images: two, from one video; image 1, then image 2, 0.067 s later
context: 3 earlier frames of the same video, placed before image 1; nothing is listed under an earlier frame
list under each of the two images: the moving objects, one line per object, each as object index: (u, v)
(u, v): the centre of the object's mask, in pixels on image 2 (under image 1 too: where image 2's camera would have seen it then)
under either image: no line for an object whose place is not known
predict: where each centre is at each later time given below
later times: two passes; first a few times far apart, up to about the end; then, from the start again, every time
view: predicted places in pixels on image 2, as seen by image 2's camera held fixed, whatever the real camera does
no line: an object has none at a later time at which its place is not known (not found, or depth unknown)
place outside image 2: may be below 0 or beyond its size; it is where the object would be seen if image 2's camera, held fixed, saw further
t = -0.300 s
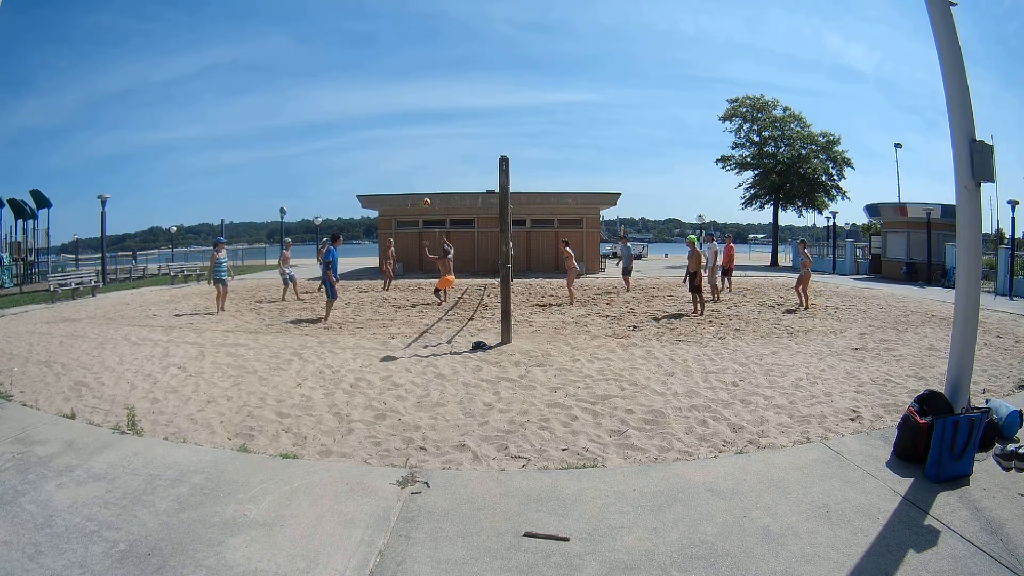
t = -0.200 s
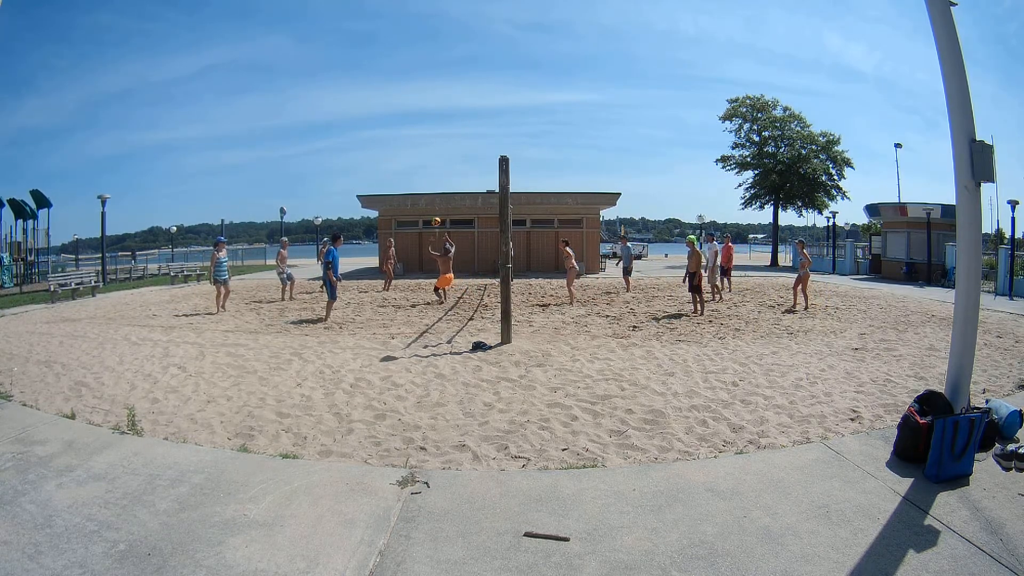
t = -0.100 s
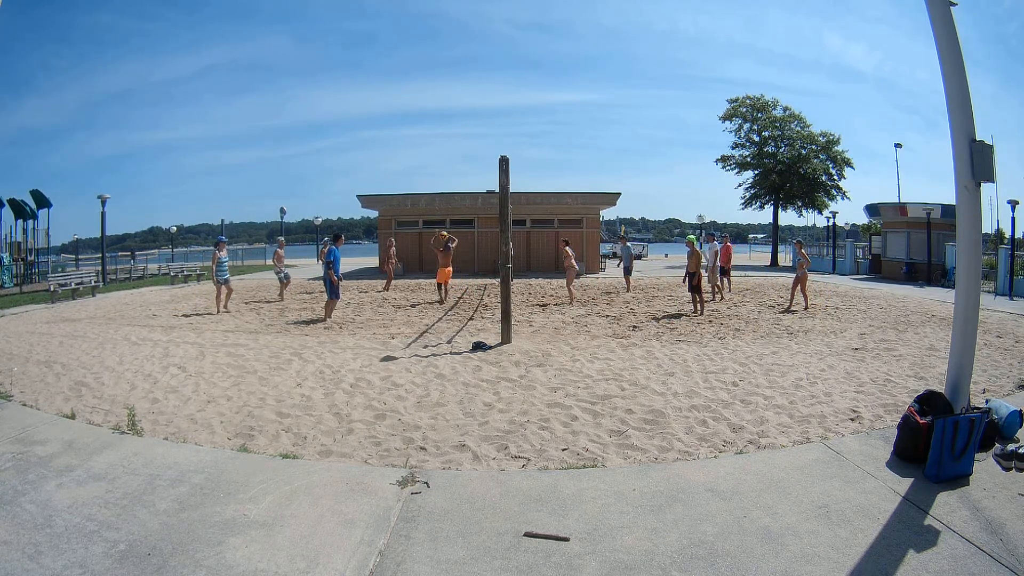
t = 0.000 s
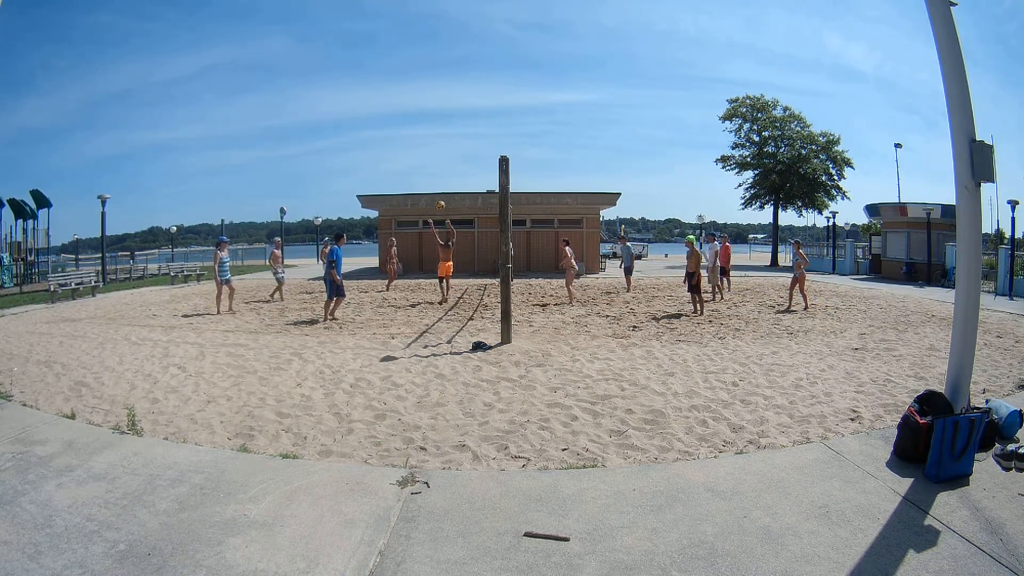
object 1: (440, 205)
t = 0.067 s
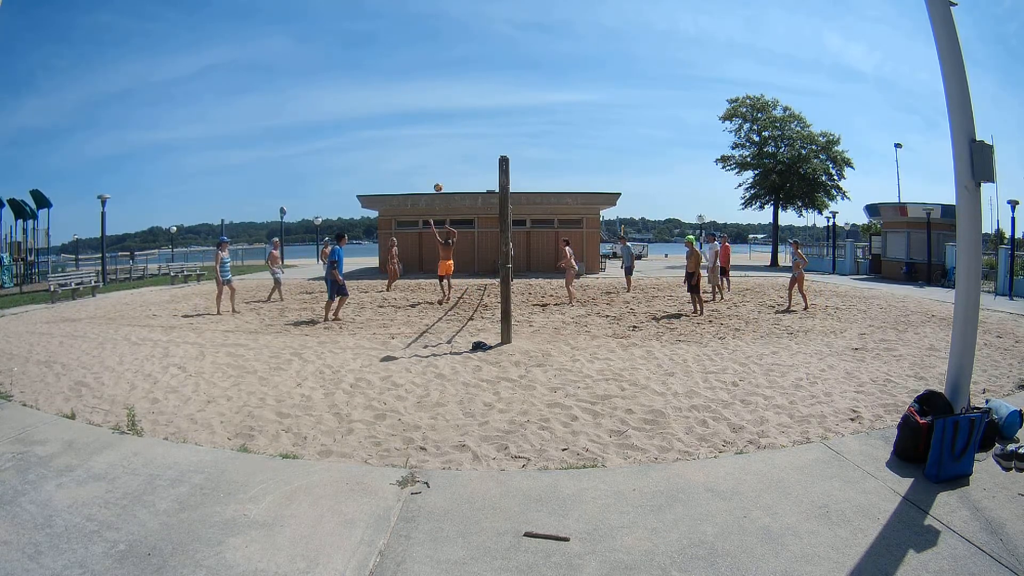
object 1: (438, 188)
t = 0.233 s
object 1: (431, 142)
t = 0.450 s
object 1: (423, 105)
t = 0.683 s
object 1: (414, 88)
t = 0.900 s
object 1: (405, 93)
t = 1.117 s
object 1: (396, 120)
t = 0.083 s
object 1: (437, 180)
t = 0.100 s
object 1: (436, 176)
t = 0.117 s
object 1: (435, 171)
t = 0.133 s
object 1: (435, 166)
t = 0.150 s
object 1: (434, 162)
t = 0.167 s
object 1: (433, 158)
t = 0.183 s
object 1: (433, 154)
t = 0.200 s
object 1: (432, 150)
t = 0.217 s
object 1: (431, 146)
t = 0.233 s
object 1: (431, 142)
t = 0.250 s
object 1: (430, 139)
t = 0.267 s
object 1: (430, 136)
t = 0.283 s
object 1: (429, 132)
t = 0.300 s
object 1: (428, 129)
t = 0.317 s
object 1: (428, 126)
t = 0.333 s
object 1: (427, 123)
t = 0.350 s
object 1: (426, 120)
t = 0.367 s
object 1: (426, 117)
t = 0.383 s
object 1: (425, 115)
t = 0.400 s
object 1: (424, 112)
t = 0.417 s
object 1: (424, 110)
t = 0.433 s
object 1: (423, 108)
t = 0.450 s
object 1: (423, 105)
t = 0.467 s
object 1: (422, 103)
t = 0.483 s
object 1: (421, 102)
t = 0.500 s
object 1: (421, 100)
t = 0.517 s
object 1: (420, 98)
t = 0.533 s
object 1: (420, 97)
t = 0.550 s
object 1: (419, 95)
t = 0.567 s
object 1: (418, 94)
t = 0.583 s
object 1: (418, 93)
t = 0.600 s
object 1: (417, 92)
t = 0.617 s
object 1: (417, 91)
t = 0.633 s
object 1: (416, 90)
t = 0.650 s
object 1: (415, 89)
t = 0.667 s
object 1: (415, 89)
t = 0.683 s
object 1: (414, 88)
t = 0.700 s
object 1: (413, 88)
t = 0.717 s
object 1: (413, 87)
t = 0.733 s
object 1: (412, 87)
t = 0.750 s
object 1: (411, 87)
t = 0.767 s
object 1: (411, 88)
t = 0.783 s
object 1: (410, 88)
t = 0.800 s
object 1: (409, 88)
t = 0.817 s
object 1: (409, 89)
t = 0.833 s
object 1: (408, 89)
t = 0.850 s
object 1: (407, 90)
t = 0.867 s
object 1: (407, 91)
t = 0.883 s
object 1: (406, 92)
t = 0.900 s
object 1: (405, 93)
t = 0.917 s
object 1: (405, 94)
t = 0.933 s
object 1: (404, 95)
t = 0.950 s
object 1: (403, 97)
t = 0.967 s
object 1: (403, 99)
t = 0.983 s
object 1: (402, 101)
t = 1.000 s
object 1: (401, 102)
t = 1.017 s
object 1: (401, 104)
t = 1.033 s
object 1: (400, 107)
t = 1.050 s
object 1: (399, 109)
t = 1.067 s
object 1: (398, 112)
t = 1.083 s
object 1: (398, 114)
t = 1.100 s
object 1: (397, 117)
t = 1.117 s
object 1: (396, 120)
